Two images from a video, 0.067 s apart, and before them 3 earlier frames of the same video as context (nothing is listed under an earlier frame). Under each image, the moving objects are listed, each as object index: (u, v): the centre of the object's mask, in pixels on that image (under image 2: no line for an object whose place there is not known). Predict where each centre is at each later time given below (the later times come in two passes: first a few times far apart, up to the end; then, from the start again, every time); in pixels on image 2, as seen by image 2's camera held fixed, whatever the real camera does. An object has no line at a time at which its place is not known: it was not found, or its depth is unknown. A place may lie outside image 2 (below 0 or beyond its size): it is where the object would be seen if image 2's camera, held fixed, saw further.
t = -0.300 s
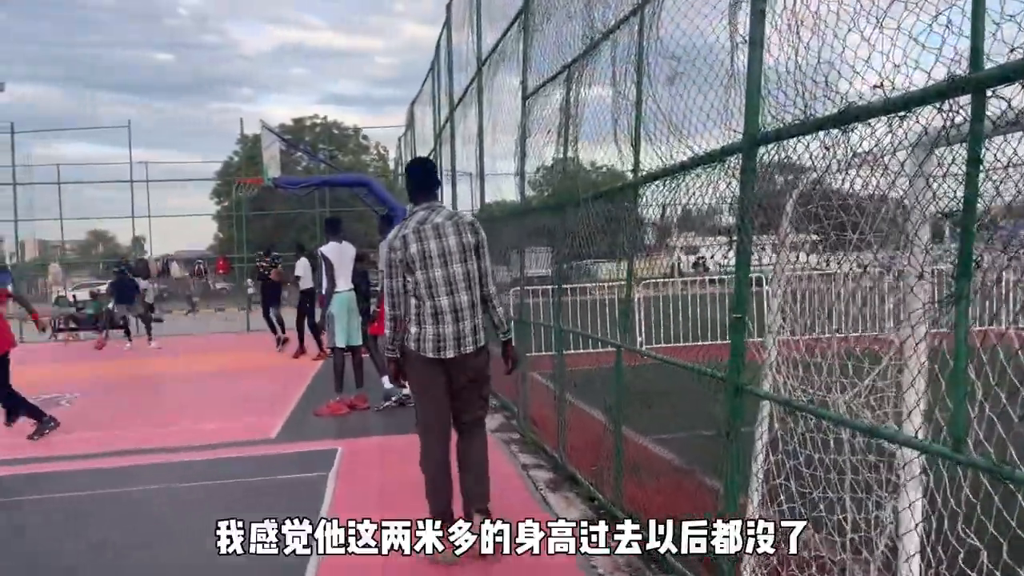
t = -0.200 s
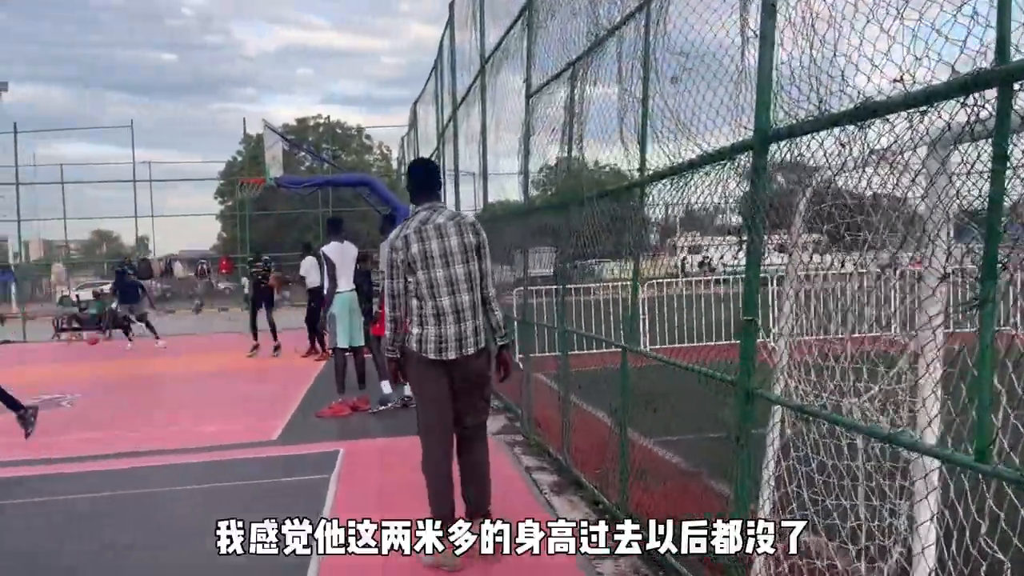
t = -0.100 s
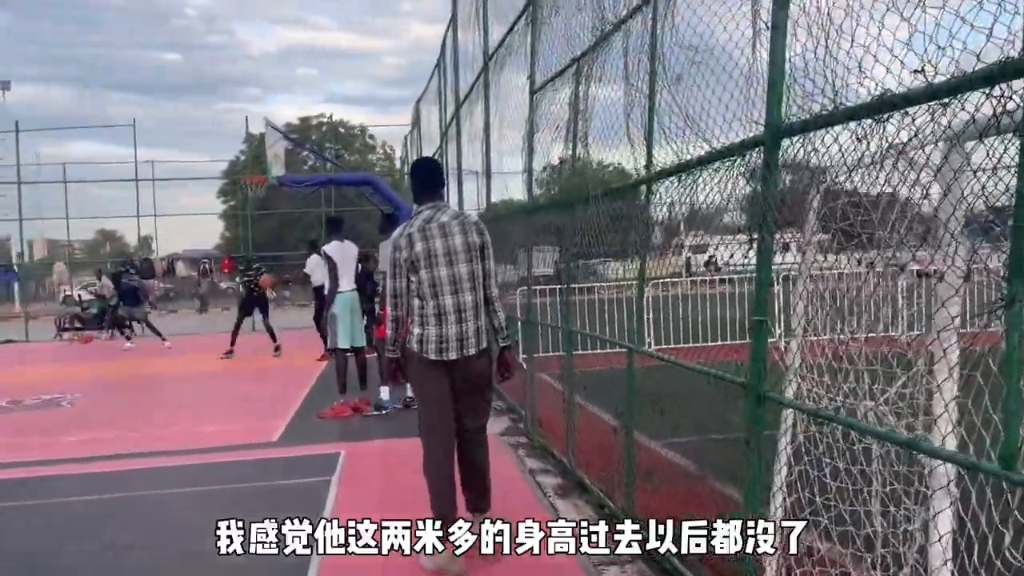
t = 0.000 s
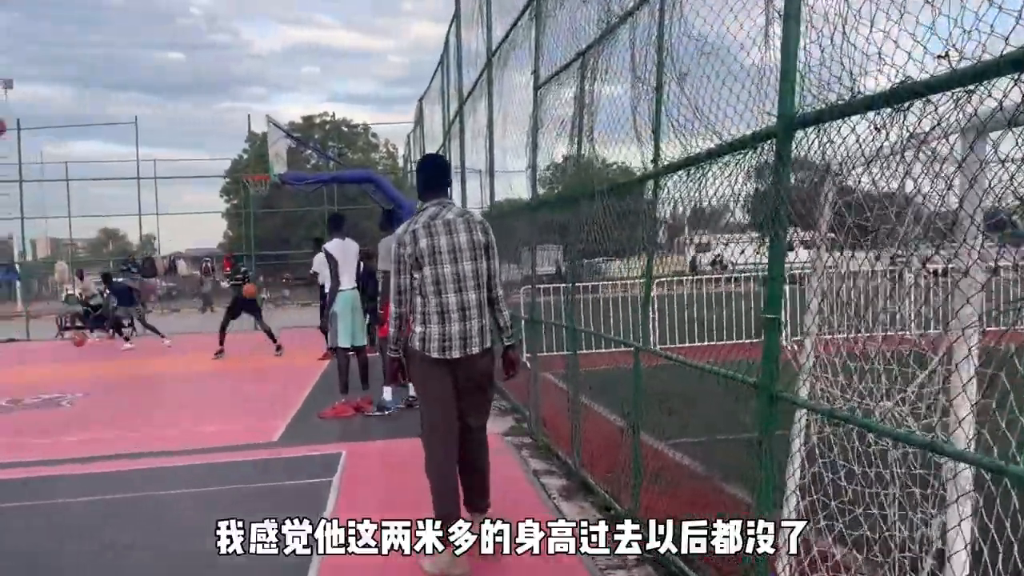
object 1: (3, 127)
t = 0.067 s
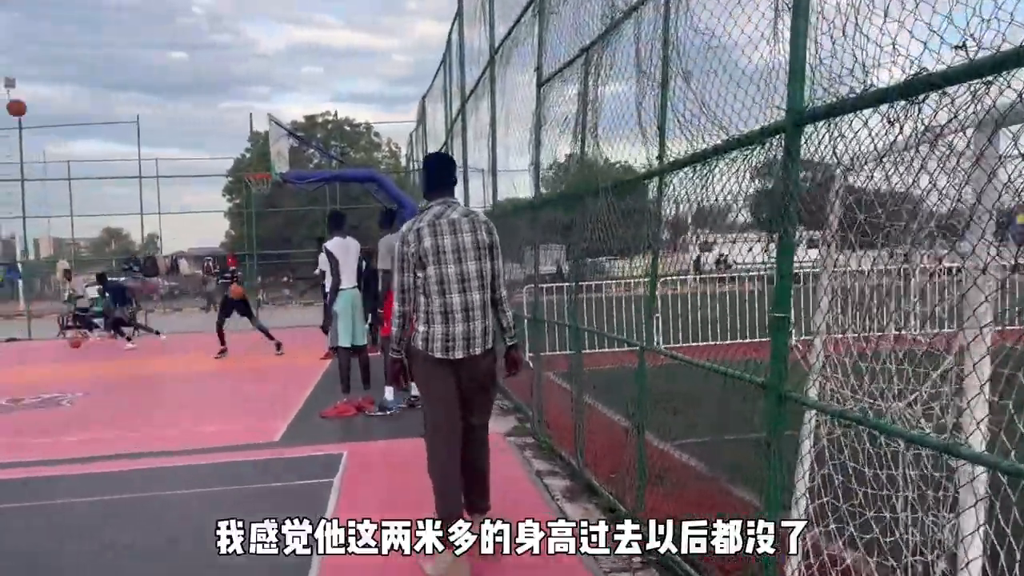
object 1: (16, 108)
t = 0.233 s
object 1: (61, 78)
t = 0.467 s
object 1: (122, 72)
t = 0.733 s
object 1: (187, 108)
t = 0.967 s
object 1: (232, 167)
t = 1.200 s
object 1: (195, 179)
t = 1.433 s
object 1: (156, 234)
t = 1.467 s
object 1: (151, 245)
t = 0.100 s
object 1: (25, 100)
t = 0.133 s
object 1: (34, 93)
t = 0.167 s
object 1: (43, 87)
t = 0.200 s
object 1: (52, 82)
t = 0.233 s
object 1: (61, 78)
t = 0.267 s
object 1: (70, 75)
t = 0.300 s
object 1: (79, 72)
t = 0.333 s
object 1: (88, 71)
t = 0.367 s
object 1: (96, 70)
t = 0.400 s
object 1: (105, 70)
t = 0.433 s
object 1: (114, 71)
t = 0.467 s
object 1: (122, 72)
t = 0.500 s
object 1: (130, 75)
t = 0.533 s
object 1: (139, 78)
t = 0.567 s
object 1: (147, 81)
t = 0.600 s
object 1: (155, 85)
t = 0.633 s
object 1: (164, 90)
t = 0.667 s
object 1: (172, 96)
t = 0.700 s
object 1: (179, 102)
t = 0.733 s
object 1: (187, 108)
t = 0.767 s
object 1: (194, 116)
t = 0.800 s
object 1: (202, 124)
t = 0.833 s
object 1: (209, 132)
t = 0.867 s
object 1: (217, 141)
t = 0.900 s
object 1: (223, 151)
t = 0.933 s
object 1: (232, 163)
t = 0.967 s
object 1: (232, 167)
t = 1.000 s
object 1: (228, 167)
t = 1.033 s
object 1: (222, 167)
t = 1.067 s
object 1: (217, 168)
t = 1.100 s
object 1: (212, 170)
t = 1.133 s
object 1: (206, 172)
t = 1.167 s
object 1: (201, 175)
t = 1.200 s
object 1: (195, 179)
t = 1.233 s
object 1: (190, 184)
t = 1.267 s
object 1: (185, 190)
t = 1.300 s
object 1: (179, 197)
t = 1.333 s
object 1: (174, 205)
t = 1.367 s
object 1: (168, 213)
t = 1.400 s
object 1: (162, 223)
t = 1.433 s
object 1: (156, 234)
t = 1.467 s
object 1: (151, 245)
